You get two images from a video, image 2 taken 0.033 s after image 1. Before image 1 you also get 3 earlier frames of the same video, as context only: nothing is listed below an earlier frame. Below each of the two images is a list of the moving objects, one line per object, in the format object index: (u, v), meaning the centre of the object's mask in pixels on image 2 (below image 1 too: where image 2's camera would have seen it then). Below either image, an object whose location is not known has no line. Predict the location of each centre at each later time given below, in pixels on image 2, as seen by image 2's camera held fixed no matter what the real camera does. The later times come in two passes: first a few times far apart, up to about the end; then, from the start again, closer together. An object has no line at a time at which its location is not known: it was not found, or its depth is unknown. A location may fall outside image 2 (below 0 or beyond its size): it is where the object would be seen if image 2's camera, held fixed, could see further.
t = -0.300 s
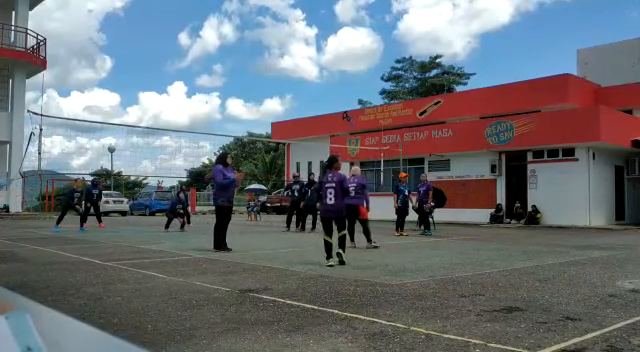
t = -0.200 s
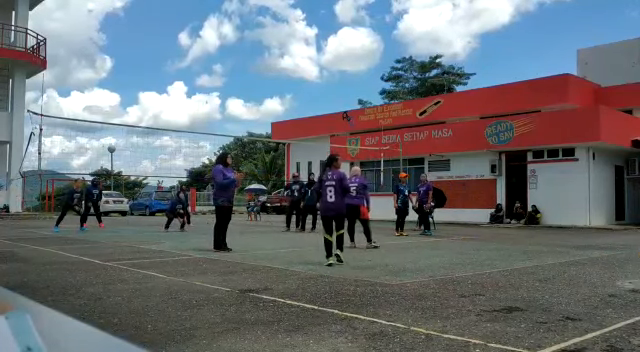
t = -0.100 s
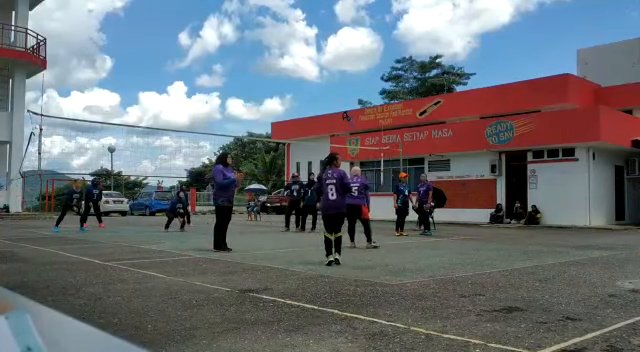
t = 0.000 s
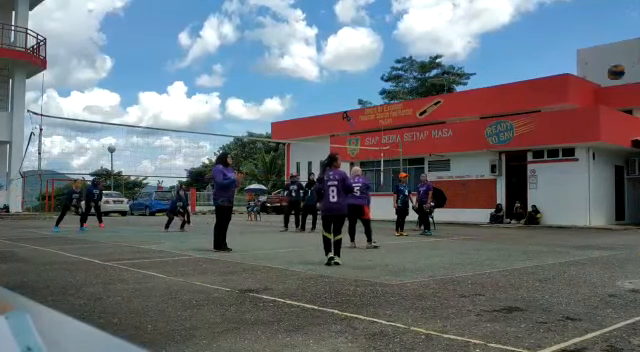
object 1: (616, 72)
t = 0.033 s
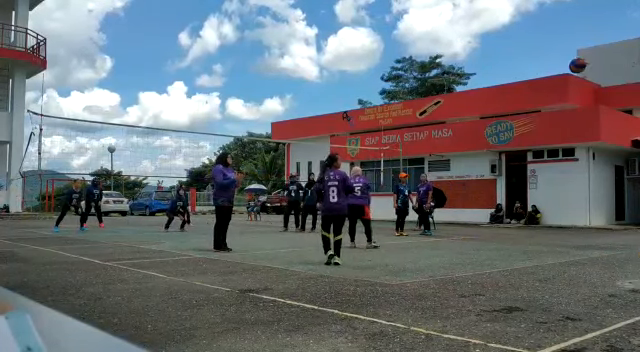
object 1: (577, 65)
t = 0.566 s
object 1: (233, 72)
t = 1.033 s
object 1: (103, 149)
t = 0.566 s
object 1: (233, 72)
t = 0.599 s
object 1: (220, 76)
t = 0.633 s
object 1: (209, 80)
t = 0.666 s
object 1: (198, 85)
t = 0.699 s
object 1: (188, 90)
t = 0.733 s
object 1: (178, 95)
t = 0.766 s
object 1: (168, 101)
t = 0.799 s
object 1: (158, 106)
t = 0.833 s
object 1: (150, 112)
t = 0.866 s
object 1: (141, 118)
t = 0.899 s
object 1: (133, 124)
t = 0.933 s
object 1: (125, 130)
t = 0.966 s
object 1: (117, 136)
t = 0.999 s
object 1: (110, 143)
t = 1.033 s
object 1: (103, 149)
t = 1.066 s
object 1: (96, 156)
